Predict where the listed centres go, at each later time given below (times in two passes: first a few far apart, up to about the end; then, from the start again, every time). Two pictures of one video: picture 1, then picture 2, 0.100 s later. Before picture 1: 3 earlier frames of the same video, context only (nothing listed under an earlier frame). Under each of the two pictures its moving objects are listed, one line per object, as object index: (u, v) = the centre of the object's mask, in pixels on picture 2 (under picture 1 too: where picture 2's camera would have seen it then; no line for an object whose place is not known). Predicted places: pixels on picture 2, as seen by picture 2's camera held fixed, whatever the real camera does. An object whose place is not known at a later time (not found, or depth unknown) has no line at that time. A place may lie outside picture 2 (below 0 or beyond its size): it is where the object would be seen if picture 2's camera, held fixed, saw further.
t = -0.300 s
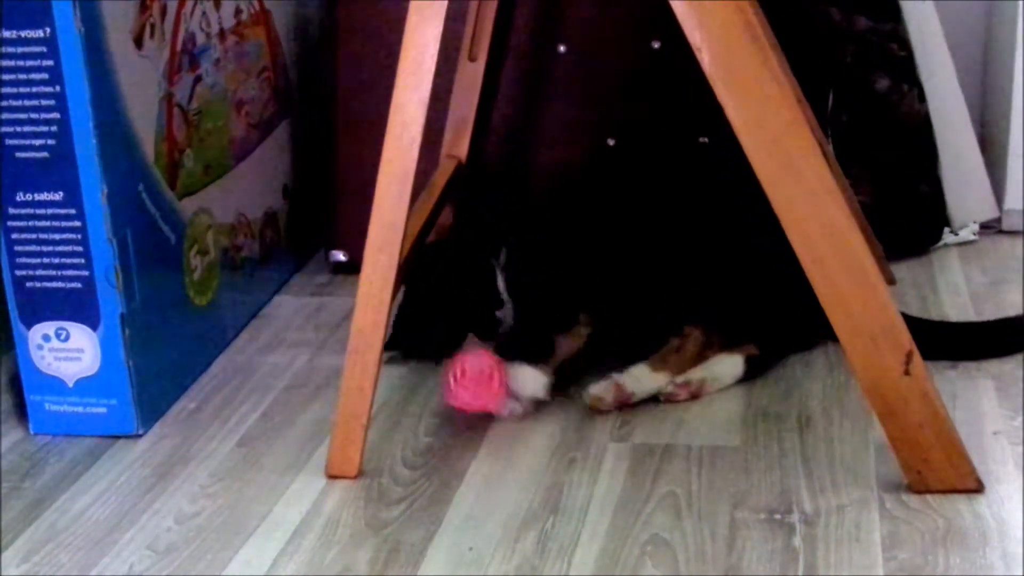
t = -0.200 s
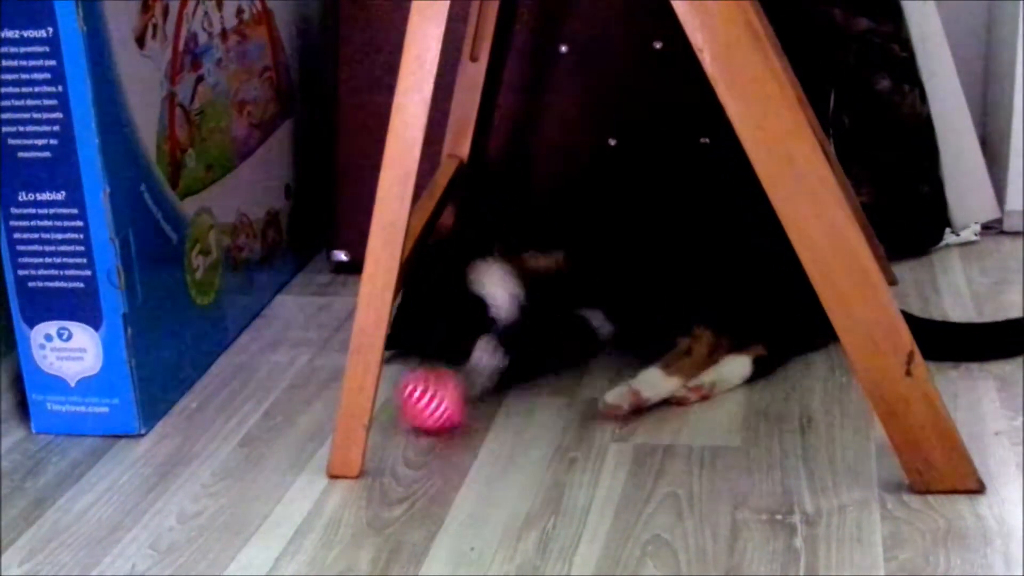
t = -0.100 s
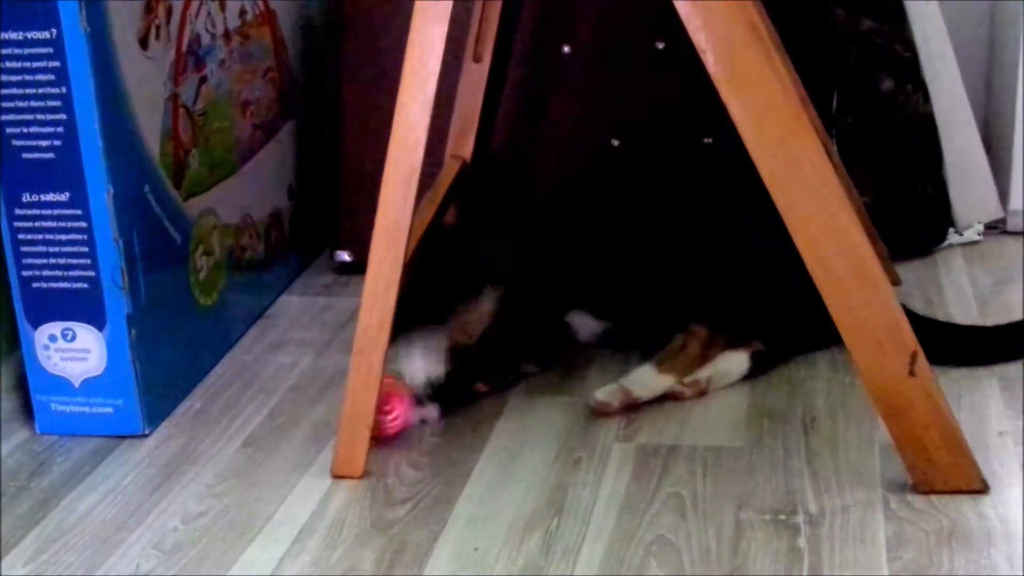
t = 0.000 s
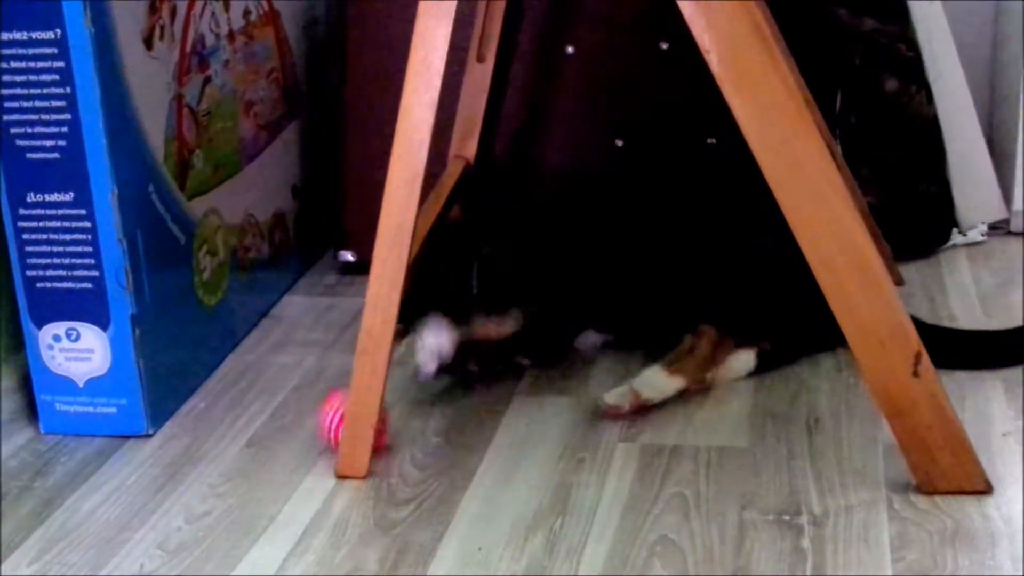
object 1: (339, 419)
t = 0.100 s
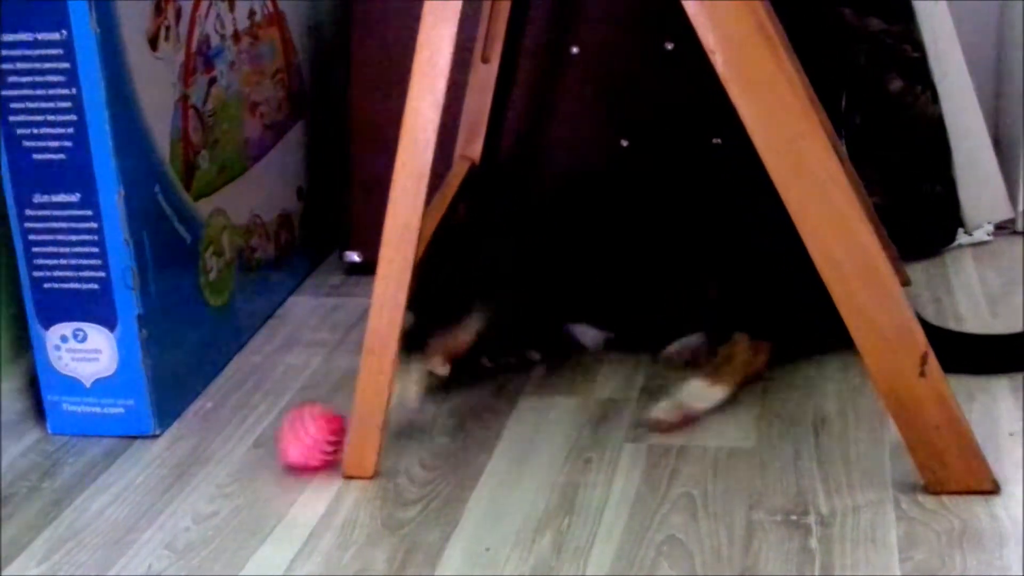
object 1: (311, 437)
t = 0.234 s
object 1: (256, 463)
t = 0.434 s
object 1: (179, 494)
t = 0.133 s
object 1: (296, 443)
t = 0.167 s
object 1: (283, 448)
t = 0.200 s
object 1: (269, 455)
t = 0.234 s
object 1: (256, 463)
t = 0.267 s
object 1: (244, 468)
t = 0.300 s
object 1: (231, 473)
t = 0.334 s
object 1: (219, 478)
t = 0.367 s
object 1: (206, 483)
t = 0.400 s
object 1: (193, 488)
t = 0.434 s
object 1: (179, 494)
